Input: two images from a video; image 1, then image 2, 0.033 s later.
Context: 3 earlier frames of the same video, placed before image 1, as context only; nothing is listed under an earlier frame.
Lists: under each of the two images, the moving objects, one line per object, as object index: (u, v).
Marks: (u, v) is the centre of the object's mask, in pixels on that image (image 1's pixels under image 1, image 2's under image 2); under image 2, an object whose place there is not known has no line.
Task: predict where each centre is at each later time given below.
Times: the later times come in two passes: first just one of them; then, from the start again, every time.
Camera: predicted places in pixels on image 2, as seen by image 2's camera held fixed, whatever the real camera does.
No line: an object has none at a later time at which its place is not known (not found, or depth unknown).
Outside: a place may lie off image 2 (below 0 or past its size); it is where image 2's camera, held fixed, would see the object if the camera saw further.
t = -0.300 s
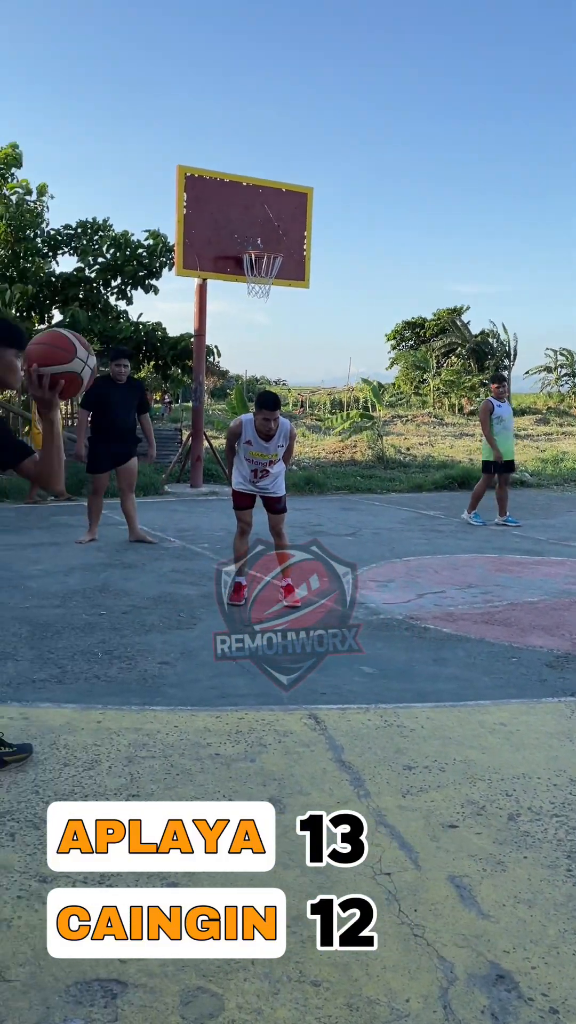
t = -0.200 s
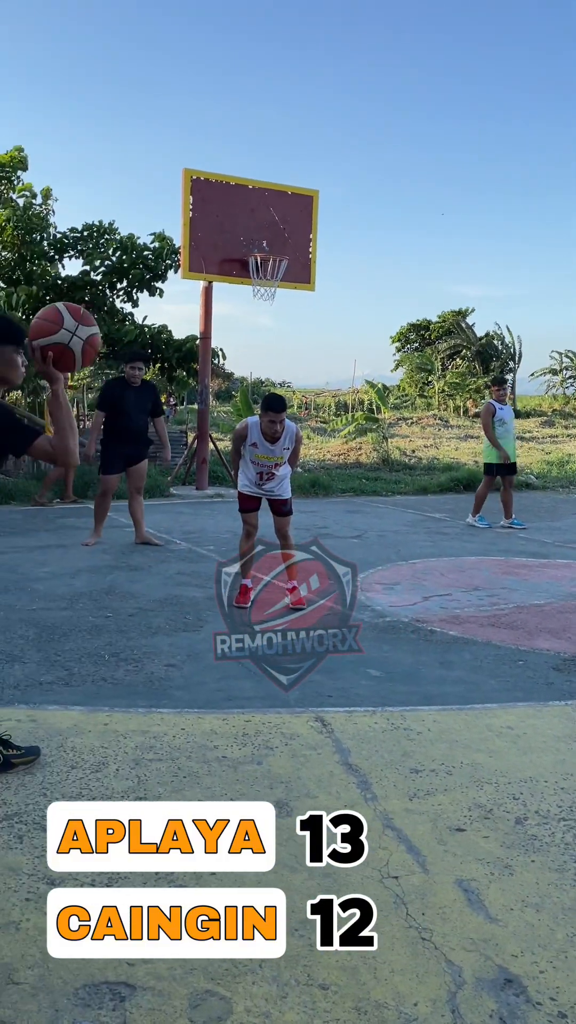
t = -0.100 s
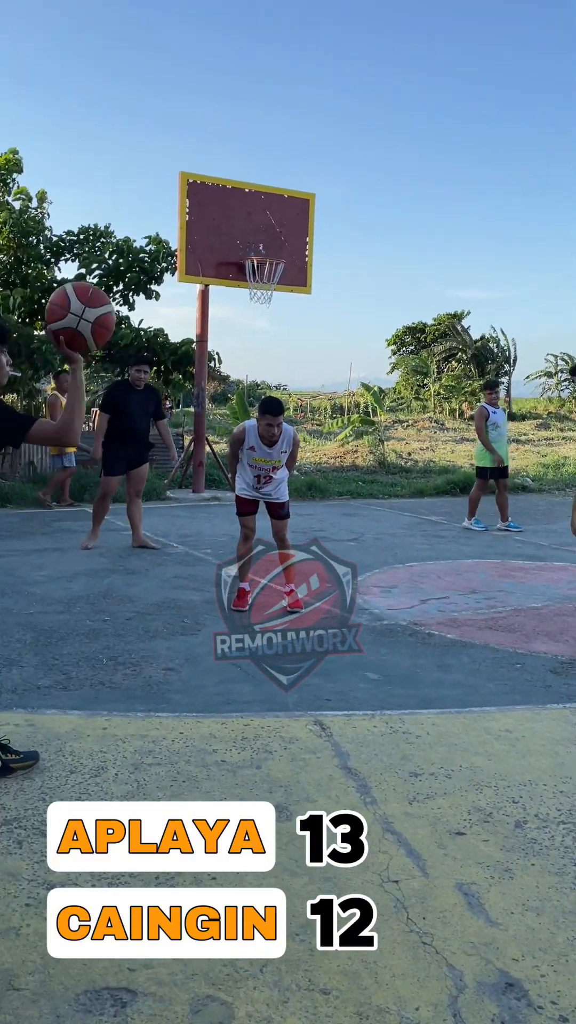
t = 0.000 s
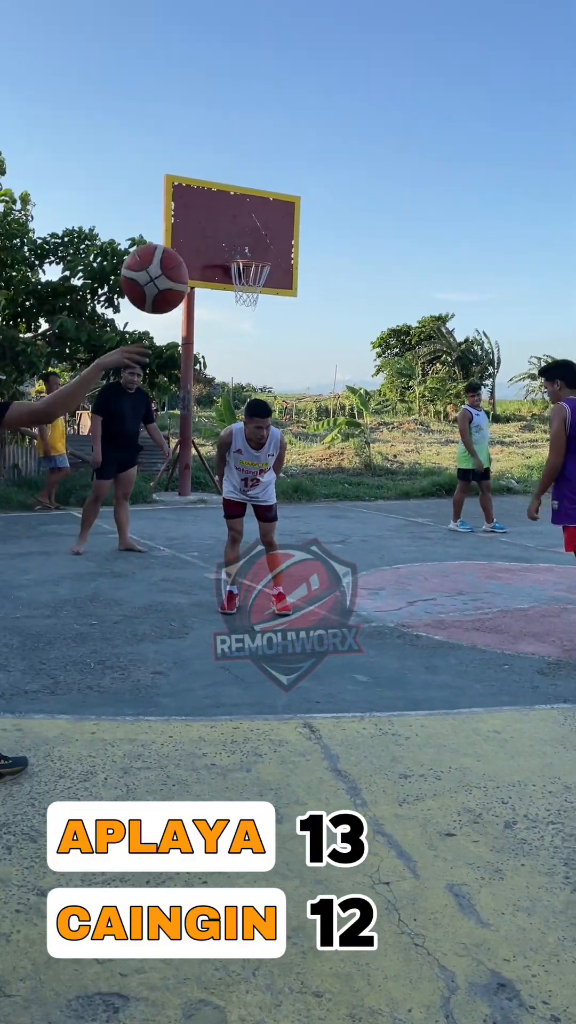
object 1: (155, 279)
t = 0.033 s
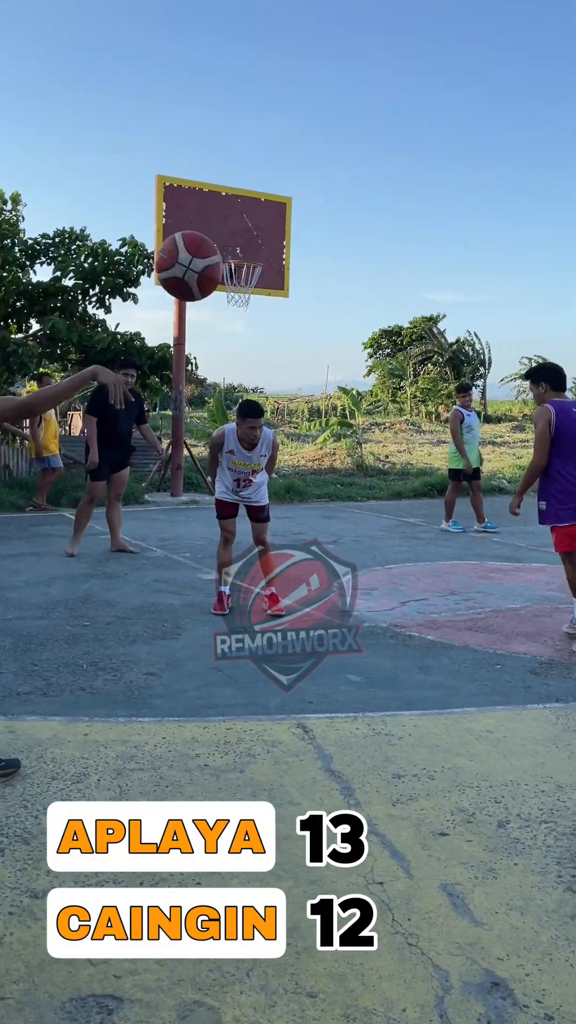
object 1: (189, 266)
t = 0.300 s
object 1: (502, 262)
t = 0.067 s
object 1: (231, 256)
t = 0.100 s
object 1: (272, 249)
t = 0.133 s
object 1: (312, 244)
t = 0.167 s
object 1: (351, 242)
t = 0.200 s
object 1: (390, 243)
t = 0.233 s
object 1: (428, 247)
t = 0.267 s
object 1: (465, 253)
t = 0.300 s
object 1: (502, 262)
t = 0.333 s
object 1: (538, 273)
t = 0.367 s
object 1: (573, 287)
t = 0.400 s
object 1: (606, 303)
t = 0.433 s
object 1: (639, 321)
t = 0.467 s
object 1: (672, 341)
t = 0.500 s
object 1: (705, 364)
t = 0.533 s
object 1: (734, 390)
